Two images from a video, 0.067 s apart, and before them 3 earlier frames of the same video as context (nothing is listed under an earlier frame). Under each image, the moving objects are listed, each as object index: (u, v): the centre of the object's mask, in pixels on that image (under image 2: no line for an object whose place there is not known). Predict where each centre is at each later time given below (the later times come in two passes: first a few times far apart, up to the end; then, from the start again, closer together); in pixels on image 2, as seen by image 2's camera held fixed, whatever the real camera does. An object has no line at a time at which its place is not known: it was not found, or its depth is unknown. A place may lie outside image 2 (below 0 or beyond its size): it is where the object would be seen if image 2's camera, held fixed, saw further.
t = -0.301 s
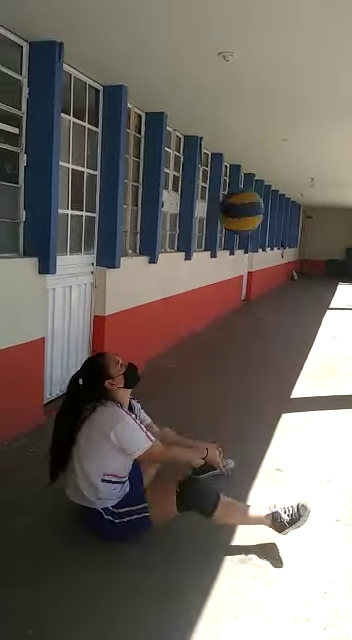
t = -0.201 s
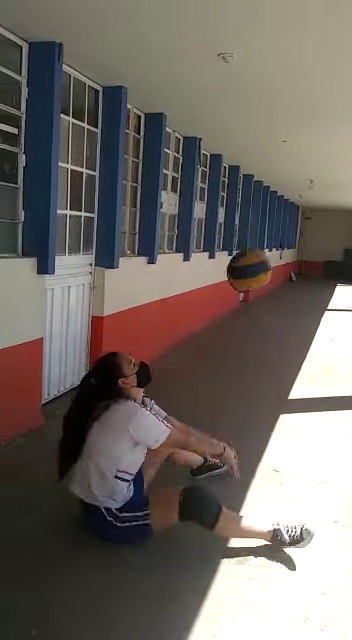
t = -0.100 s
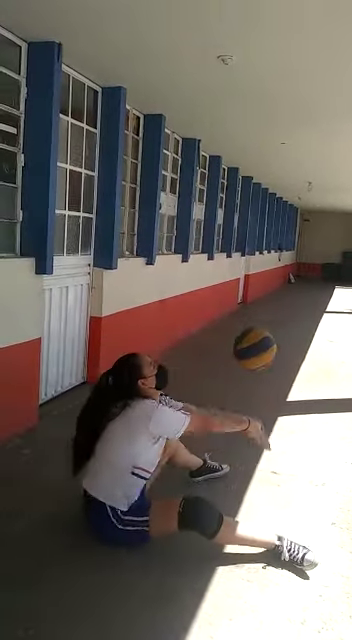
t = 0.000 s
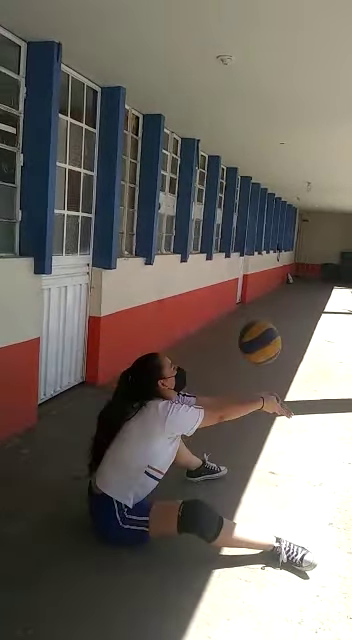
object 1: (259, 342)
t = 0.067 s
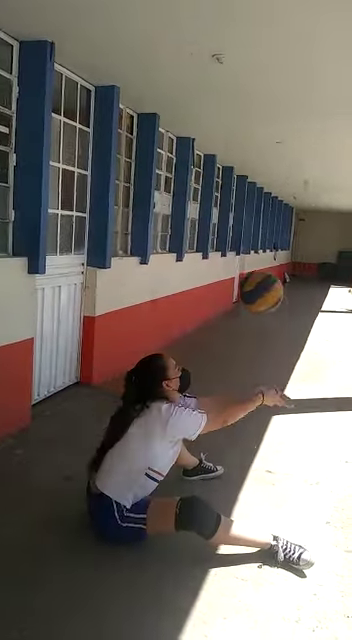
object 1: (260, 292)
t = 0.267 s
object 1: (272, 194)
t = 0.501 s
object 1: (277, 185)
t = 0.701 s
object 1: (276, 268)
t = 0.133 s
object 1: (266, 250)
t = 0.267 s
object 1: (272, 194)
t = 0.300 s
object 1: (273, 185)
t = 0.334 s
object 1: (274, 180)
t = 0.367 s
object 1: (275, 177)
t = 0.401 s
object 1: (275, 176)
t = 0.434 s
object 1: (276, 177)
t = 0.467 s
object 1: (276, 180)
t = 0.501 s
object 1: (277, 185)
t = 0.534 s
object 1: (277, 193)
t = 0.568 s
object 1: (277, 203)
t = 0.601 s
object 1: (277, 215)
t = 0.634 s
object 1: (277, 230)
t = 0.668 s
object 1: (275, 248)
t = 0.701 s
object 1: (276, 268)
